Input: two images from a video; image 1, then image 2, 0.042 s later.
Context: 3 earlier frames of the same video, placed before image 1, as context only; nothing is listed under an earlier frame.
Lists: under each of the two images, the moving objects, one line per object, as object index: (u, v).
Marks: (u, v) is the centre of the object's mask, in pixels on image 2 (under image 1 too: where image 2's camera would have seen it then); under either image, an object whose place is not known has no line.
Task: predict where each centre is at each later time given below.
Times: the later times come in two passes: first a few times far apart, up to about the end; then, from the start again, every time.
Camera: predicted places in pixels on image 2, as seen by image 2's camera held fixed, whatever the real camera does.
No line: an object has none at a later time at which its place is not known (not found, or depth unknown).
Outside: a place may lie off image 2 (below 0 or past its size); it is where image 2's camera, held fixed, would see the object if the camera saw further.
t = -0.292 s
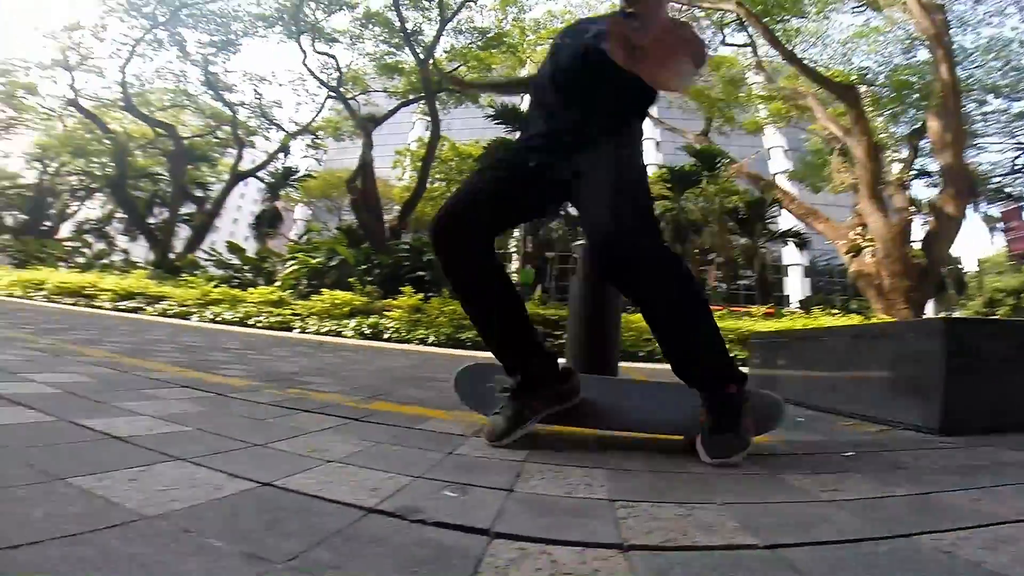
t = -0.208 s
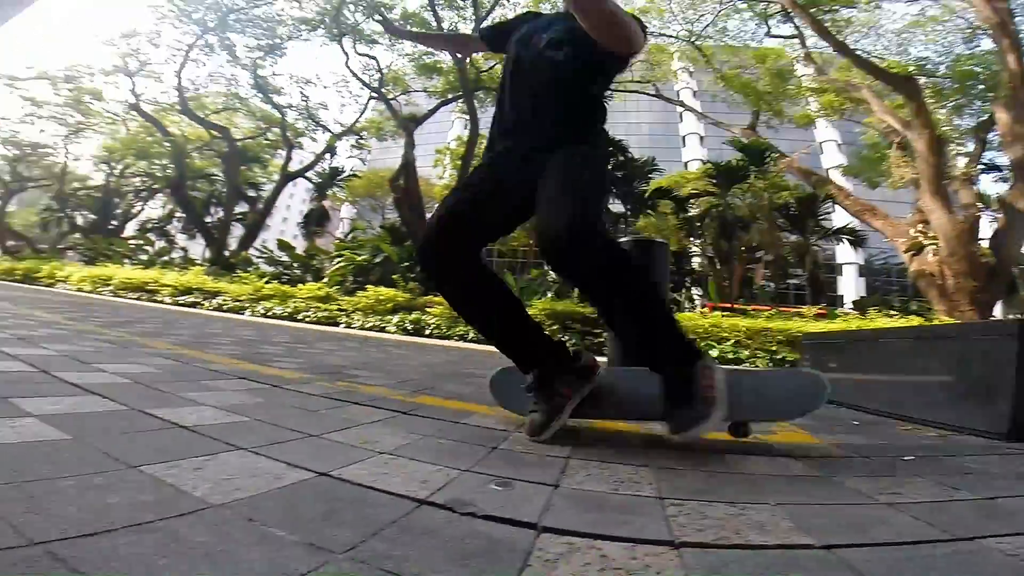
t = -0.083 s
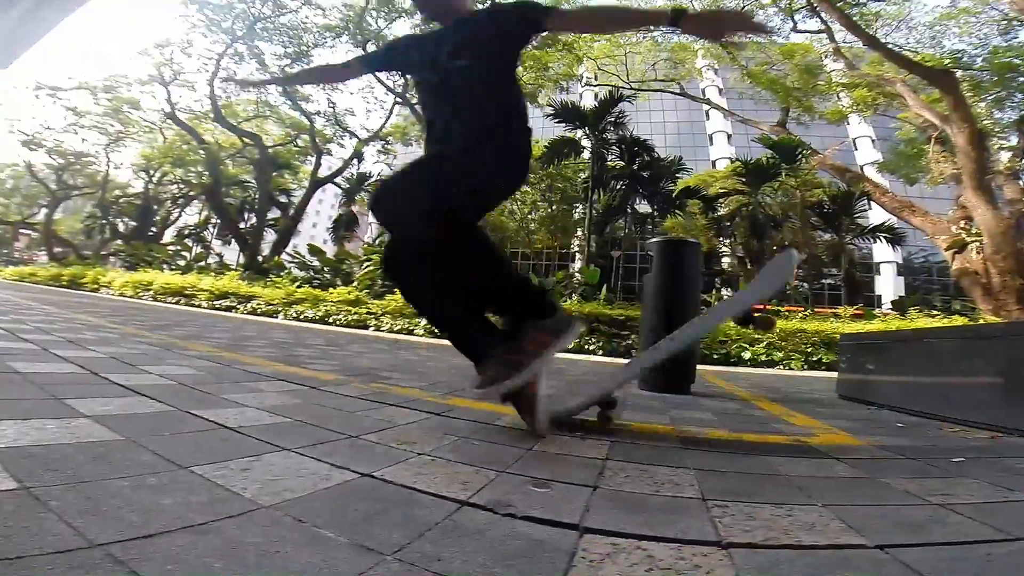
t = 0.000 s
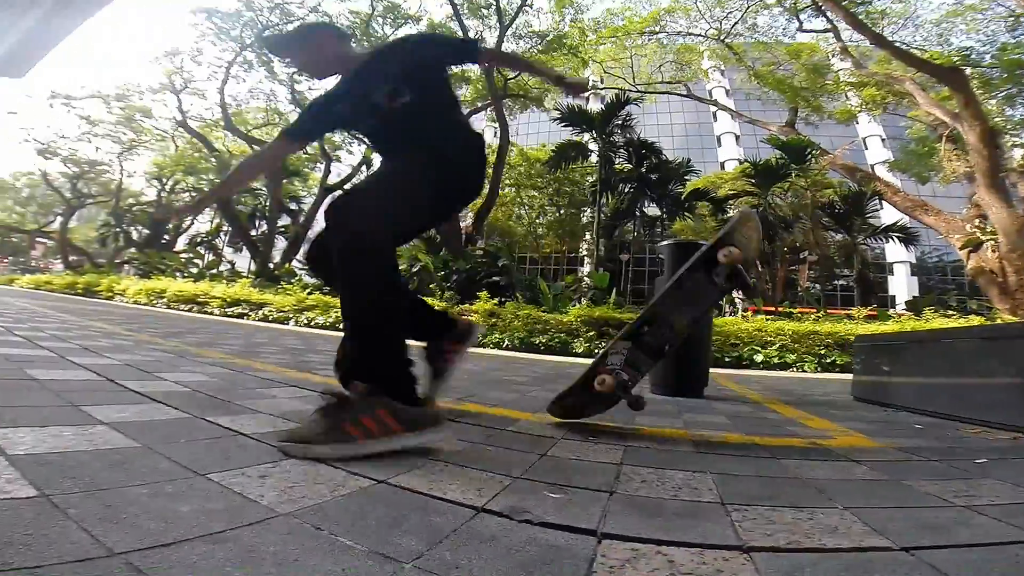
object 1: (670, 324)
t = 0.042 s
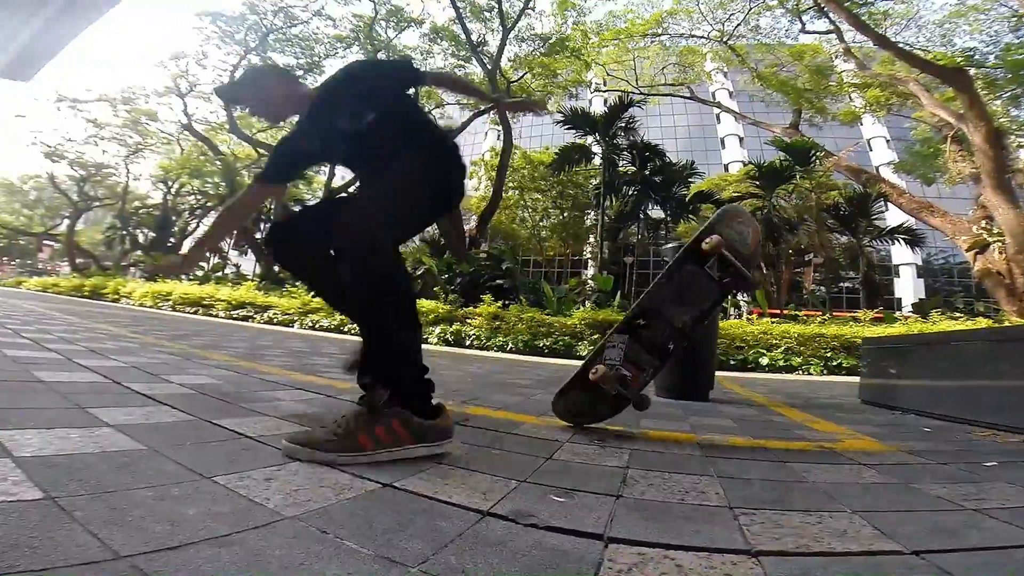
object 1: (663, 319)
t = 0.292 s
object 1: (665, 319)
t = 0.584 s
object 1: (732, 405)
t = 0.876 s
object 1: (751, 408)
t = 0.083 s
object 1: (659, 317)
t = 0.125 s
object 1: (655, 316)
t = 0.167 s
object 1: (655, 315)
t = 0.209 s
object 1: (656, 315)
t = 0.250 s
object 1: (659, 317)
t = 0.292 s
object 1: (665, 319)
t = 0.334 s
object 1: (673, 323)
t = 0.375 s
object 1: (683, 330)
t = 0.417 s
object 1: (695, 341)
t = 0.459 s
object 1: (707, 357)
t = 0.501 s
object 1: (716, 379)
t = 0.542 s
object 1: (724, 401)
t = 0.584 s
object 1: (732, 405)
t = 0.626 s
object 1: (740, 406)
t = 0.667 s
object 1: (745, 407)
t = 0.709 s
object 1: (748, 408)
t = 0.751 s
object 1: (750, 408)
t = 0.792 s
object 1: (750, 408)
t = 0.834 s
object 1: (751, 408)
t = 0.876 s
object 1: (751, 408)
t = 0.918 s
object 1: (751, 408)
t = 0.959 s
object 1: (752, 408)
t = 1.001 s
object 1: (751, 408)
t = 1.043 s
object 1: (751, 408)
